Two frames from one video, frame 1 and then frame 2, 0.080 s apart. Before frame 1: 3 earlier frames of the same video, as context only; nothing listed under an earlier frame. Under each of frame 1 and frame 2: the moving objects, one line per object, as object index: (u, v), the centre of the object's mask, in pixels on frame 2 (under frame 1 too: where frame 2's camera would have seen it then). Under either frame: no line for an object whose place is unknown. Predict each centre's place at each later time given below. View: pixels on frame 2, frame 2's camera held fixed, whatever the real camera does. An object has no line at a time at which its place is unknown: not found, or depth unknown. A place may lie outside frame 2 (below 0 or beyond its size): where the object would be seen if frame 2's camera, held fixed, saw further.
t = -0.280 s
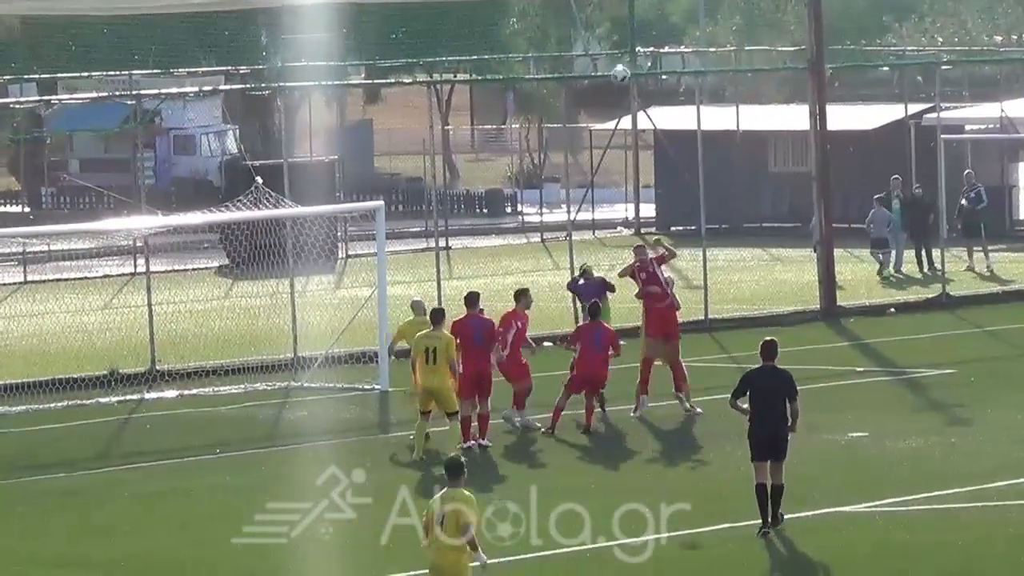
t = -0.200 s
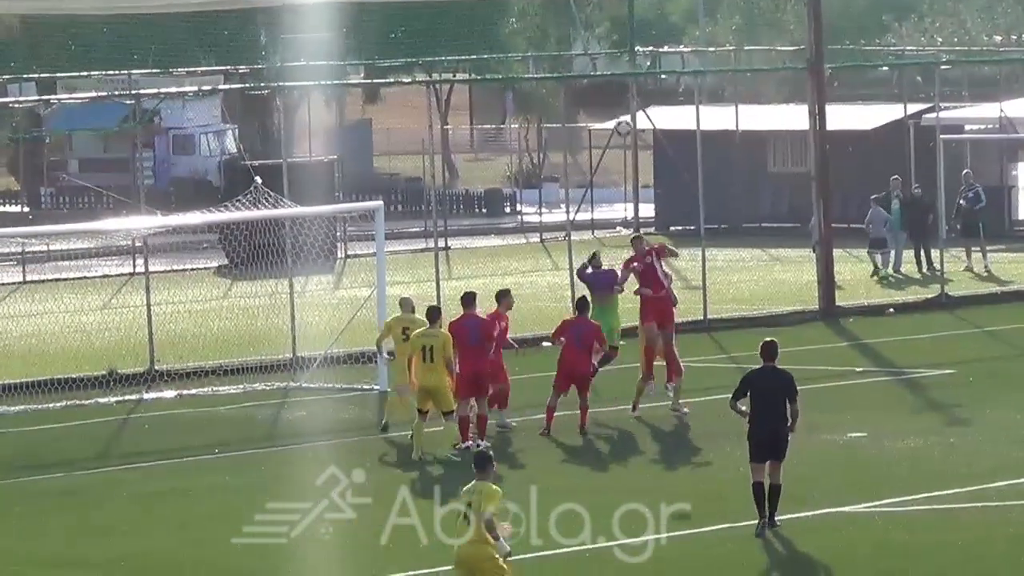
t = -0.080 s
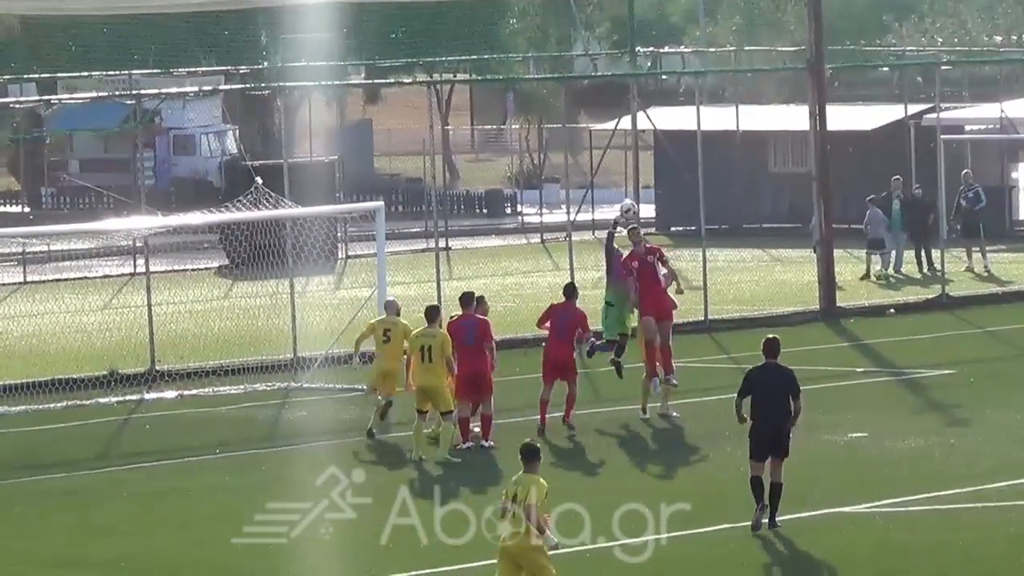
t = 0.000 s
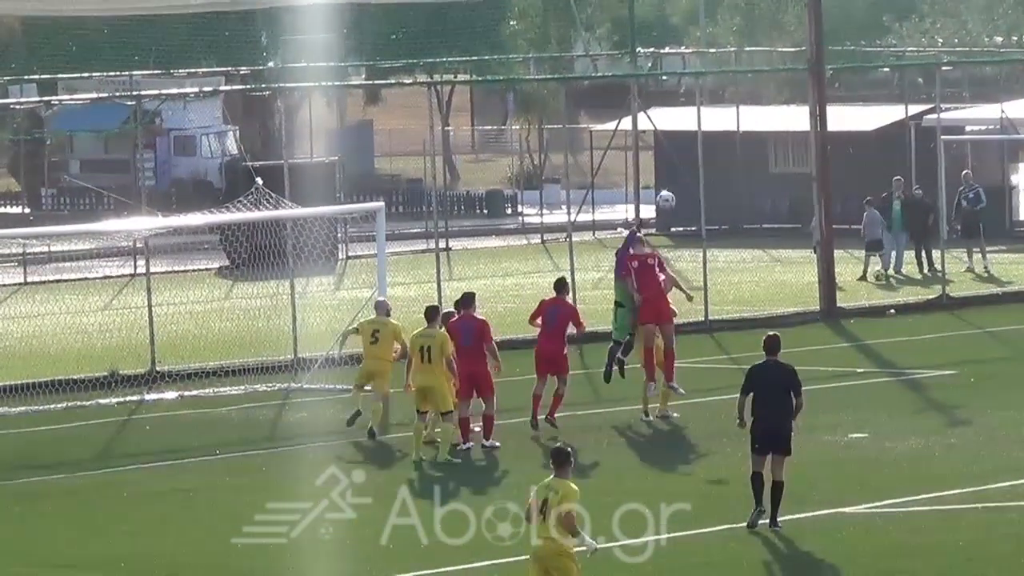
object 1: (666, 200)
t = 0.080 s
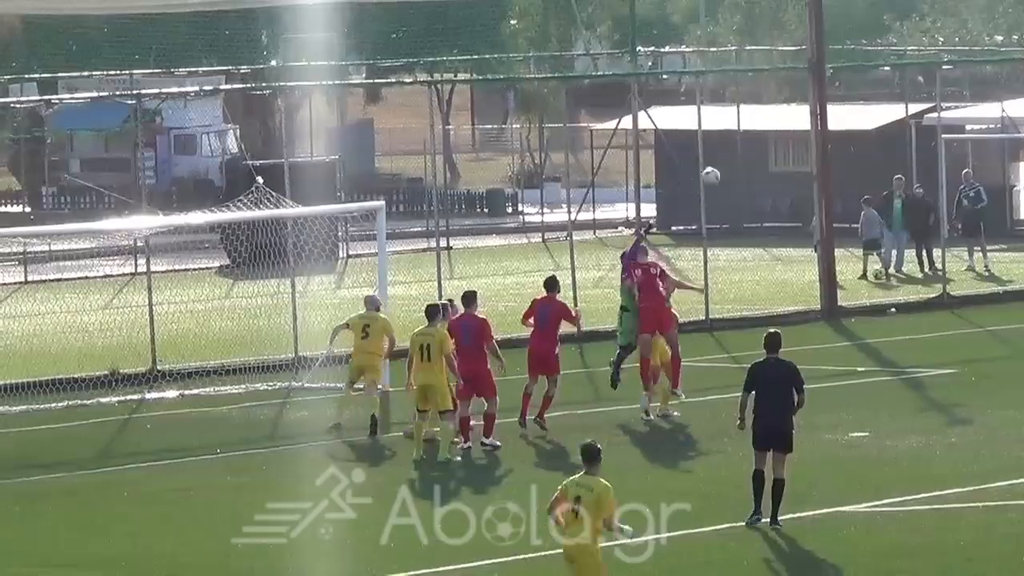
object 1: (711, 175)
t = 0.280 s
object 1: (824, 145)
